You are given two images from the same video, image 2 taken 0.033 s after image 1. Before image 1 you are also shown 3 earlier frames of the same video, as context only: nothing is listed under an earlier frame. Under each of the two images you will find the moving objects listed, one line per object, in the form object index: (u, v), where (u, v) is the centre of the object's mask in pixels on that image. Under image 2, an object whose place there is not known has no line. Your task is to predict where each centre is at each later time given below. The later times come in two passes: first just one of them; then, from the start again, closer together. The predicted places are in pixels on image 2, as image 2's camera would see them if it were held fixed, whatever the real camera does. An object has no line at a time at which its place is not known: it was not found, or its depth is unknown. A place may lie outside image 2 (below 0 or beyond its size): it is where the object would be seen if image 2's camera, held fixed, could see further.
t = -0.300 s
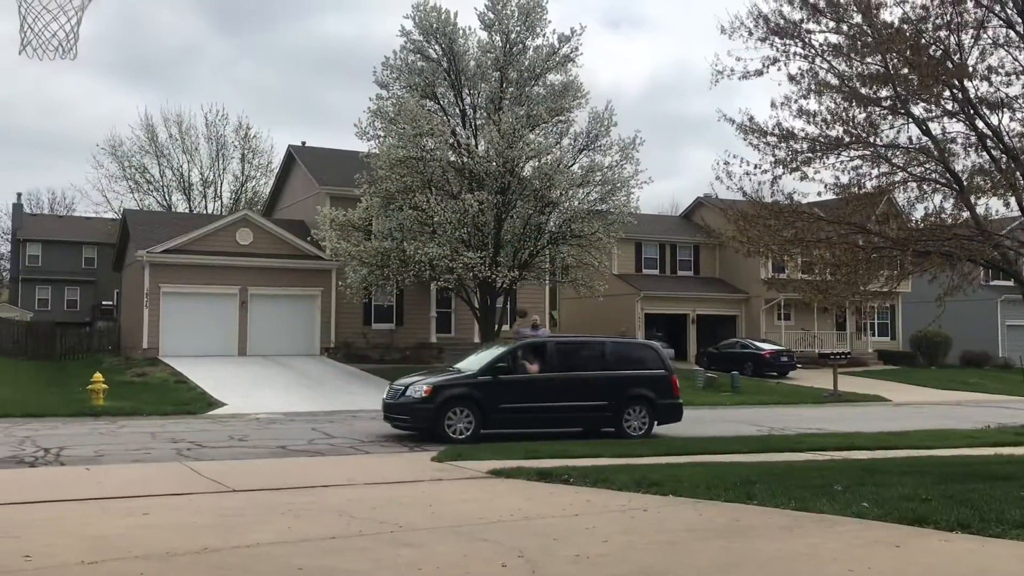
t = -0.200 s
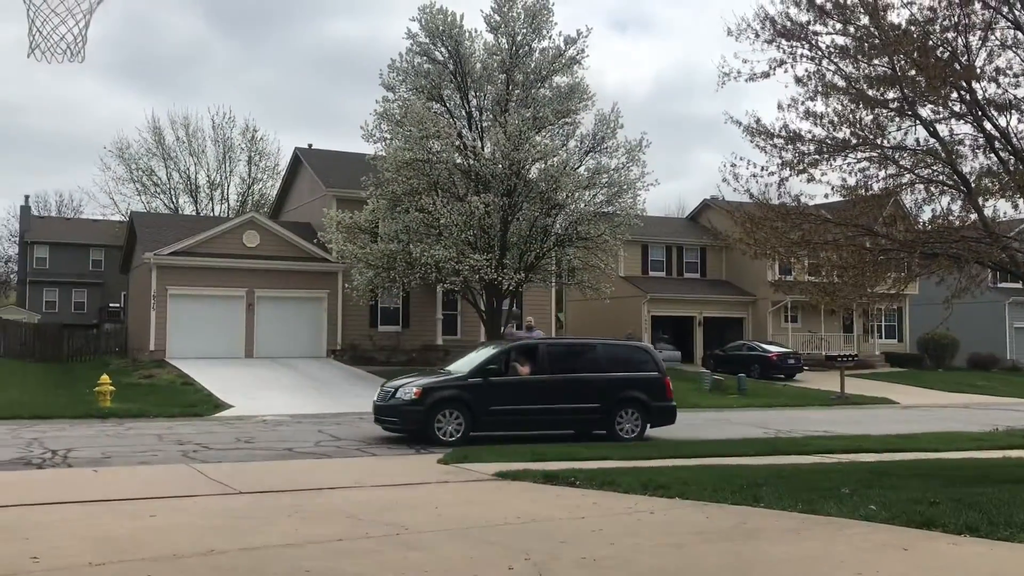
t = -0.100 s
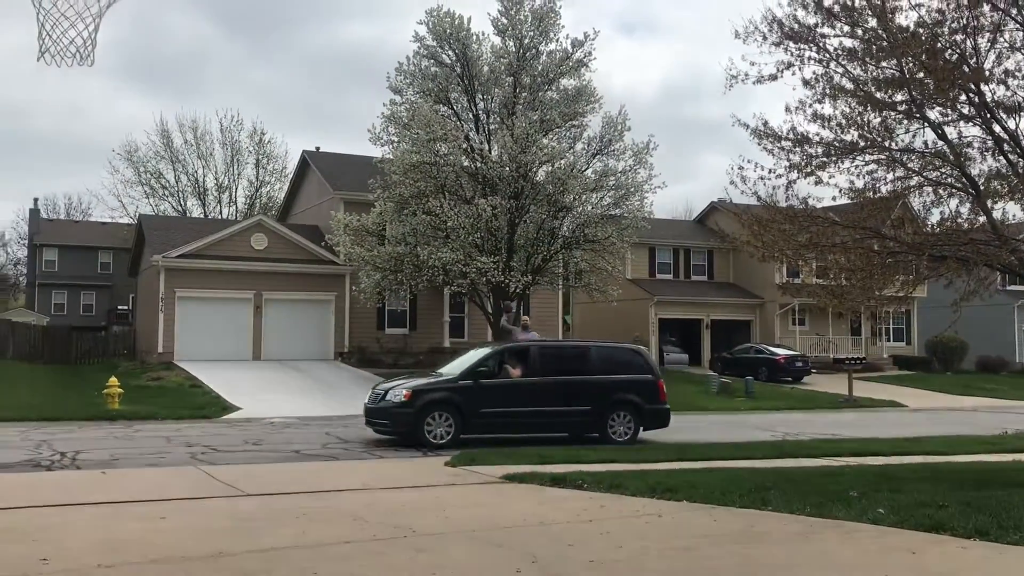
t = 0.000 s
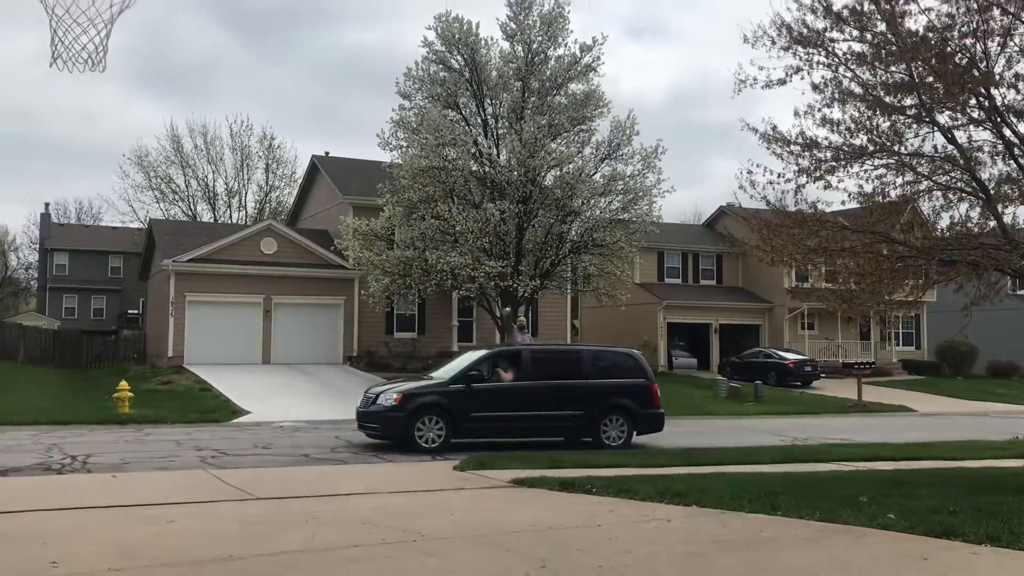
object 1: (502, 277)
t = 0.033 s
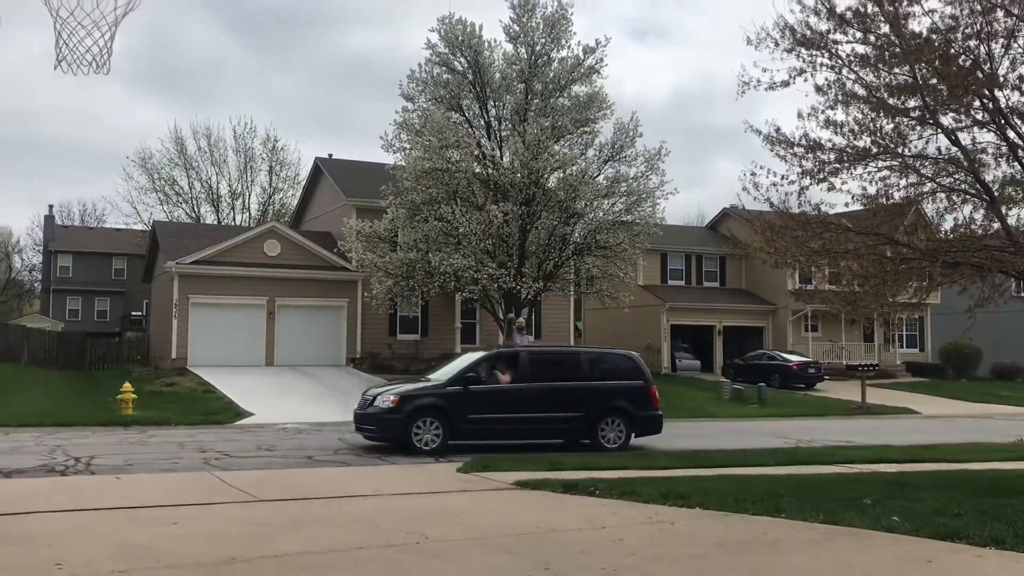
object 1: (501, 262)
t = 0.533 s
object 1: (430, 74)
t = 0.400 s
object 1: (453, 119)
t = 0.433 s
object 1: (447, 107)
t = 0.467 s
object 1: (441, 97)
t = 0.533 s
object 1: (430, 74)
